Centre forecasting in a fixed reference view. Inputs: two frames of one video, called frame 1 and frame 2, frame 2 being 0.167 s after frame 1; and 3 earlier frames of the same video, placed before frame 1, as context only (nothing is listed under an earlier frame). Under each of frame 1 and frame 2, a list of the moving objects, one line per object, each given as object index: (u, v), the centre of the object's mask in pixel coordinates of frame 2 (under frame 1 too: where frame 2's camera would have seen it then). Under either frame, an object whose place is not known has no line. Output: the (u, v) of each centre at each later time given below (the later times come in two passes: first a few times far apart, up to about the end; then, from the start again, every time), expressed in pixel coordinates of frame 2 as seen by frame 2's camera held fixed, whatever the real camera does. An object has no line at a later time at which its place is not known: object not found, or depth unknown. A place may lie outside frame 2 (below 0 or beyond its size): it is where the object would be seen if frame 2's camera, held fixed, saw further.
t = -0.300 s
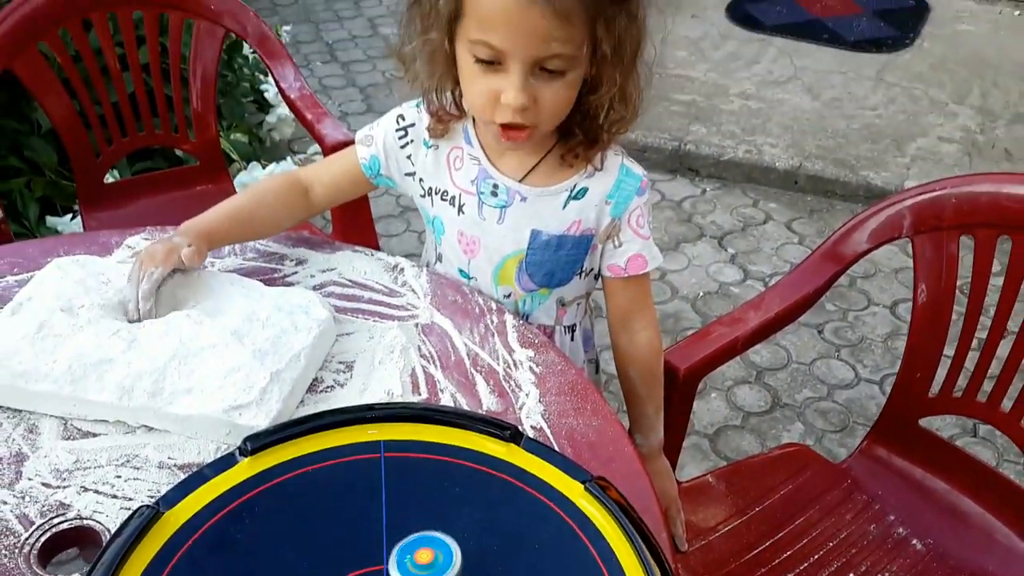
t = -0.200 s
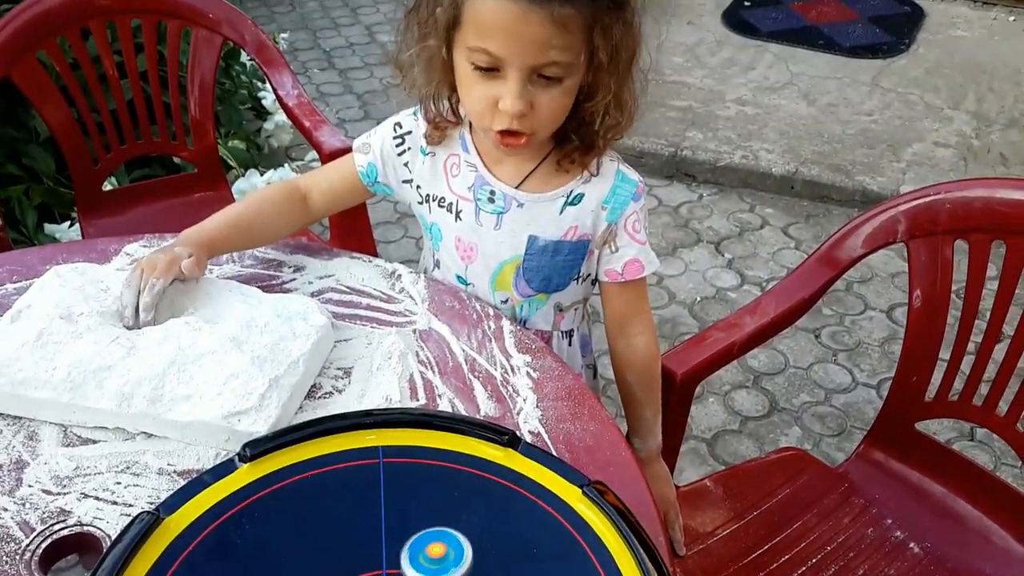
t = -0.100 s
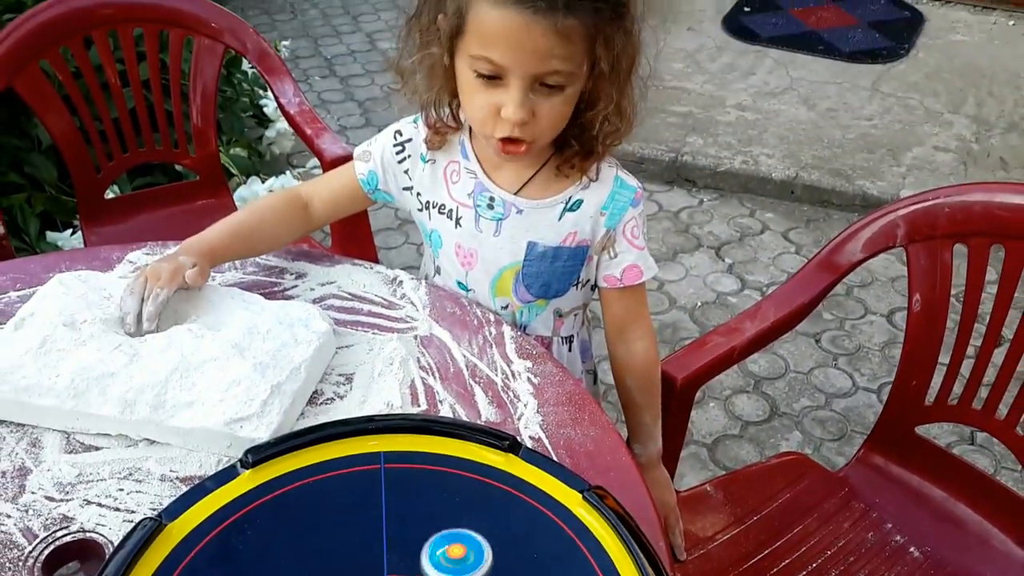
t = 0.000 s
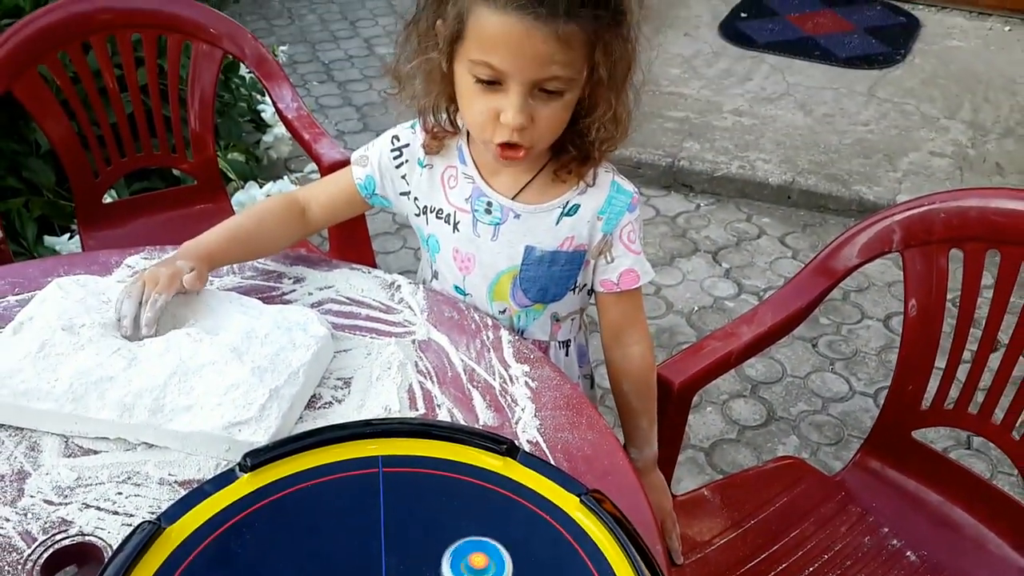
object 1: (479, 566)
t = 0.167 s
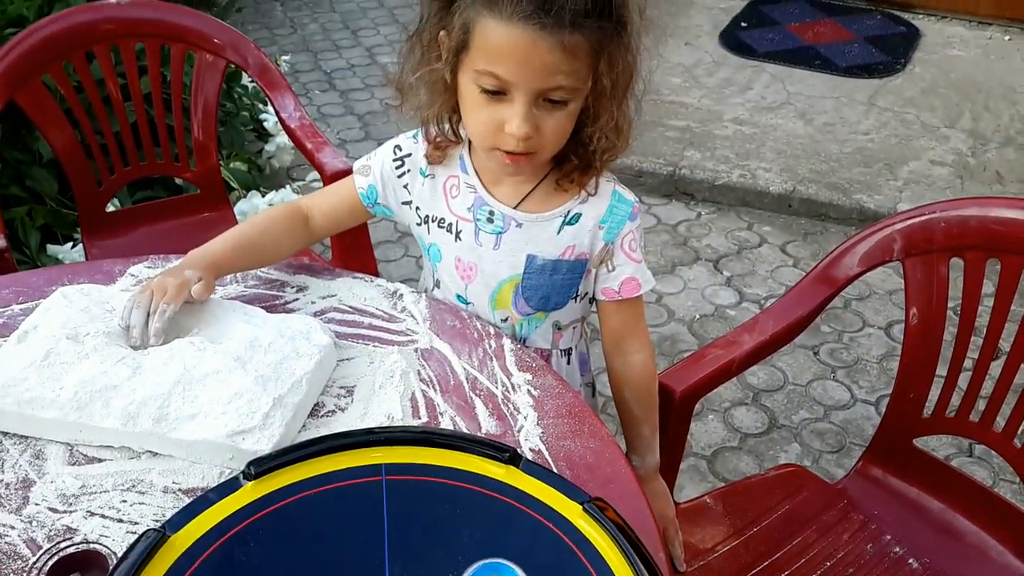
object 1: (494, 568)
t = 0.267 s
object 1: (492, 566)
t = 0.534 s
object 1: (468, 535)
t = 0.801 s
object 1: (468, 556)
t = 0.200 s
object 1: (494, 568)
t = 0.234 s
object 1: (494, 567)
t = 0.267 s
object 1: (492, 566)
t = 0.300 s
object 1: (490, 563)
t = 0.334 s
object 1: (486, 560)
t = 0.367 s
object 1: (481, 556)
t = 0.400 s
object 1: (477, 553)
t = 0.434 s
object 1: (473, 549)
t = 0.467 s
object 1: (471, 544)
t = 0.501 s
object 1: (469, 539)
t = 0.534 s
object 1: (468, 535)
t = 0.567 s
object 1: (468, 532)
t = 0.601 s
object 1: (468, 530)
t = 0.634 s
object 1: (470, 530)
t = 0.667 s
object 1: (471, 532)
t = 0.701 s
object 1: (471, 535)
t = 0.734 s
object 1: (472, 541)
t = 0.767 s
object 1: (471, 548)
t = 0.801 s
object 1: (468, 556)
